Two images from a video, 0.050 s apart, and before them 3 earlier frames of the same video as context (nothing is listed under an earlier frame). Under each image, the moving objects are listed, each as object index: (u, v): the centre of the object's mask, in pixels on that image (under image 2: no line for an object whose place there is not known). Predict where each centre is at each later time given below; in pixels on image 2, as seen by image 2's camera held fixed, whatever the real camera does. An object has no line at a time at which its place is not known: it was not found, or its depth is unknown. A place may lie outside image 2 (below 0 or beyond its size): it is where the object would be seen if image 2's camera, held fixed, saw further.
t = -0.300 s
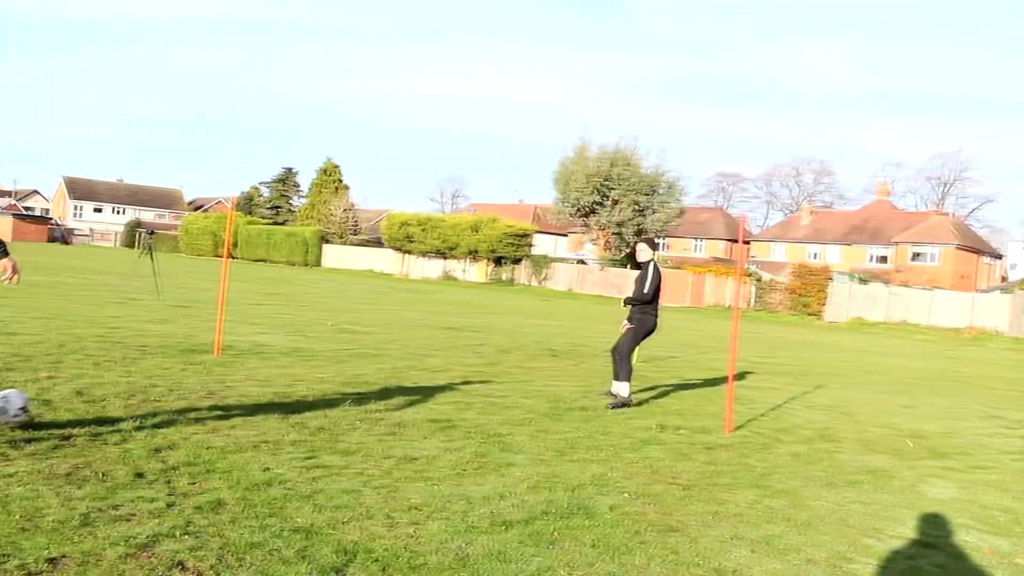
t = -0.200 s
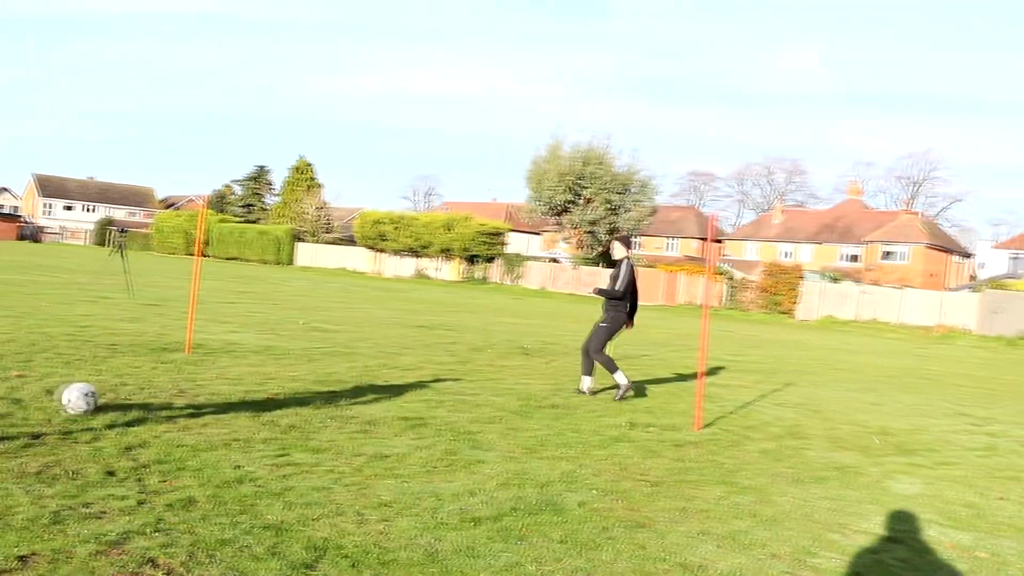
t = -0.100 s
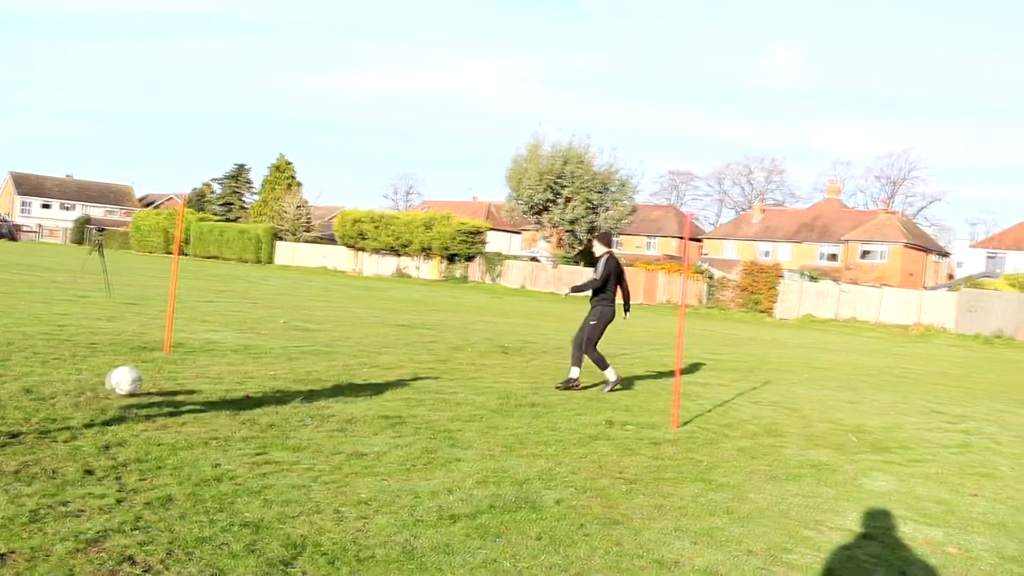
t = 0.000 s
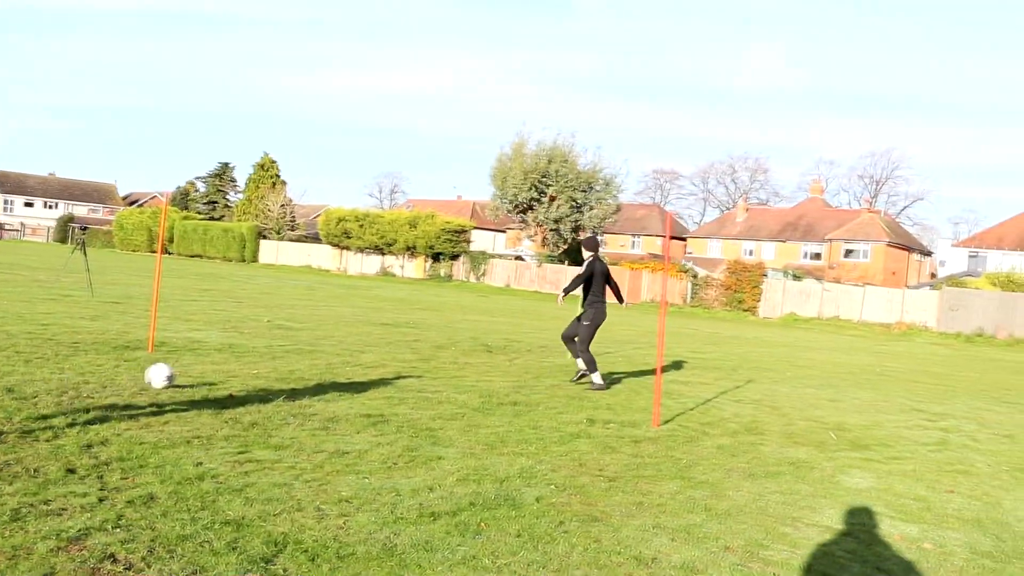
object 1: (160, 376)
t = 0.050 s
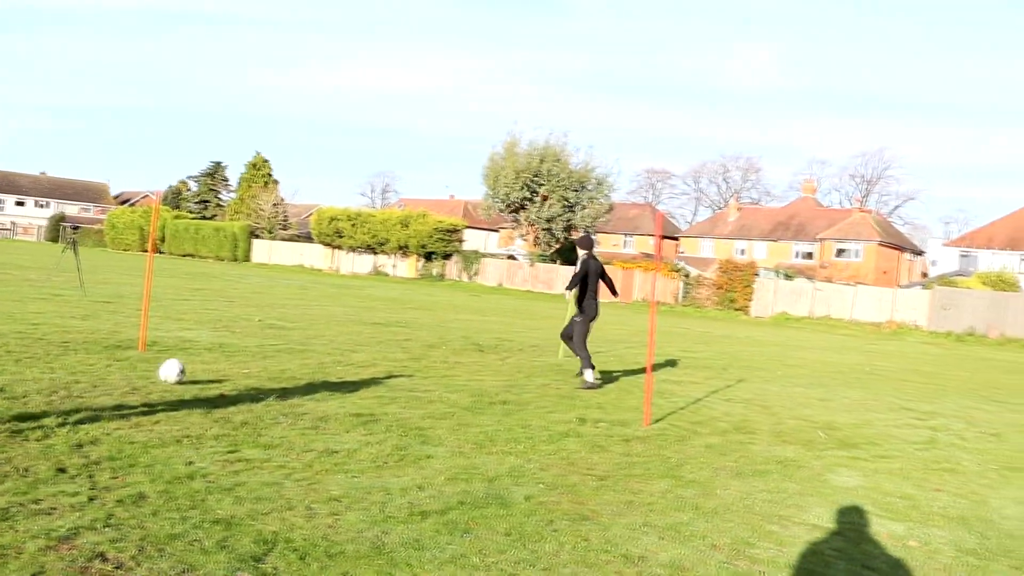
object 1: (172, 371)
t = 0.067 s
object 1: (178, 370)
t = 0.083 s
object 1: (184, 370)
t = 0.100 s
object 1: (189, 370)
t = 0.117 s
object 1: (194, 369)
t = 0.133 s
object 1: (200, 369)
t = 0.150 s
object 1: (205, 368)
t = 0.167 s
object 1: (209, 367)
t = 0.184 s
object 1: (214, 367)
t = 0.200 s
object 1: (217, 367)
